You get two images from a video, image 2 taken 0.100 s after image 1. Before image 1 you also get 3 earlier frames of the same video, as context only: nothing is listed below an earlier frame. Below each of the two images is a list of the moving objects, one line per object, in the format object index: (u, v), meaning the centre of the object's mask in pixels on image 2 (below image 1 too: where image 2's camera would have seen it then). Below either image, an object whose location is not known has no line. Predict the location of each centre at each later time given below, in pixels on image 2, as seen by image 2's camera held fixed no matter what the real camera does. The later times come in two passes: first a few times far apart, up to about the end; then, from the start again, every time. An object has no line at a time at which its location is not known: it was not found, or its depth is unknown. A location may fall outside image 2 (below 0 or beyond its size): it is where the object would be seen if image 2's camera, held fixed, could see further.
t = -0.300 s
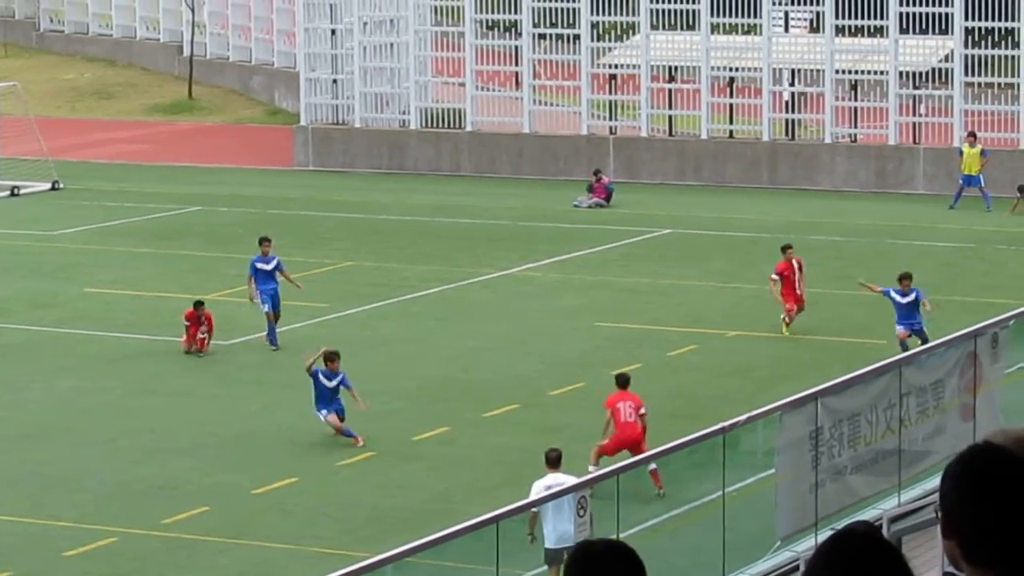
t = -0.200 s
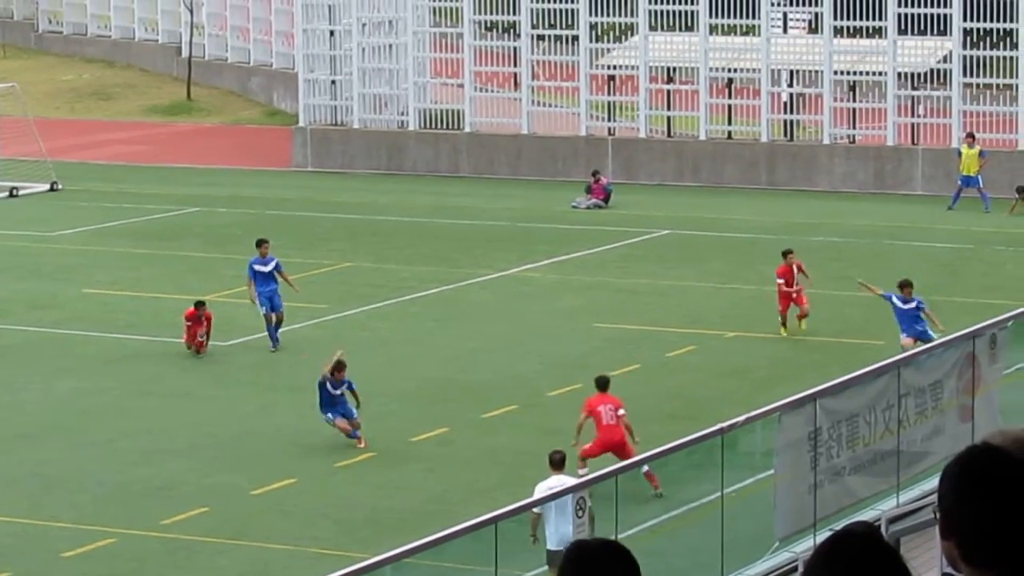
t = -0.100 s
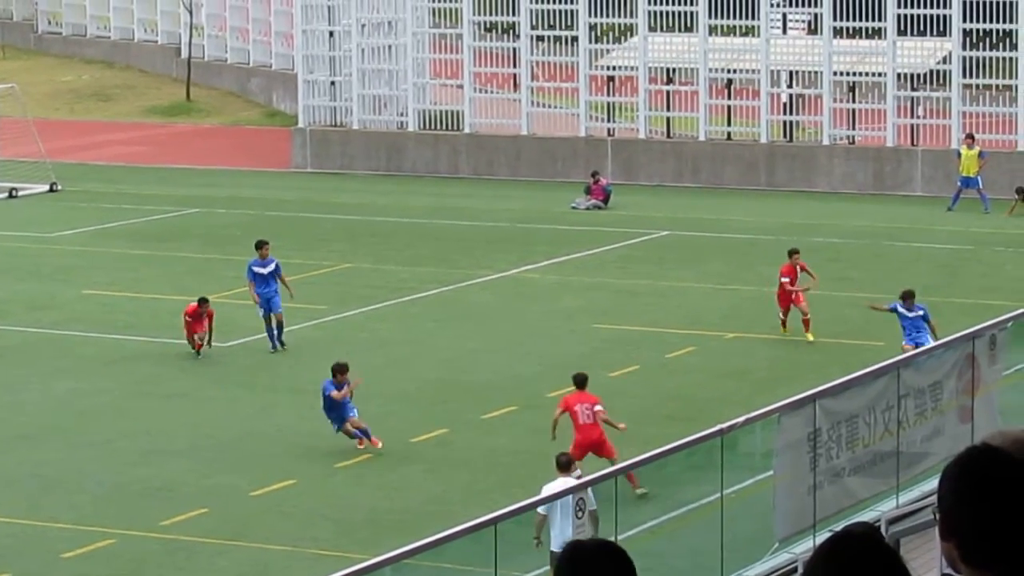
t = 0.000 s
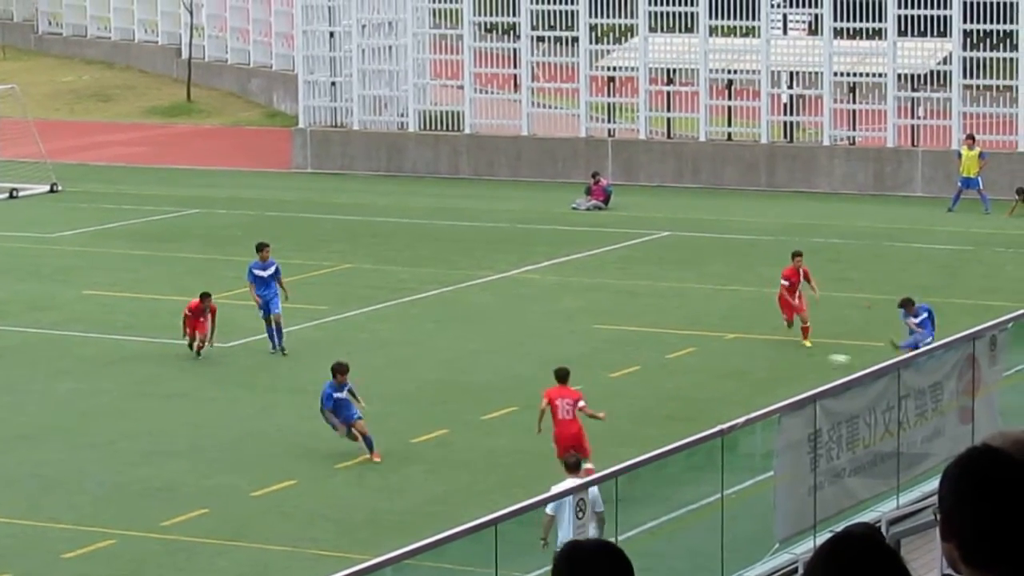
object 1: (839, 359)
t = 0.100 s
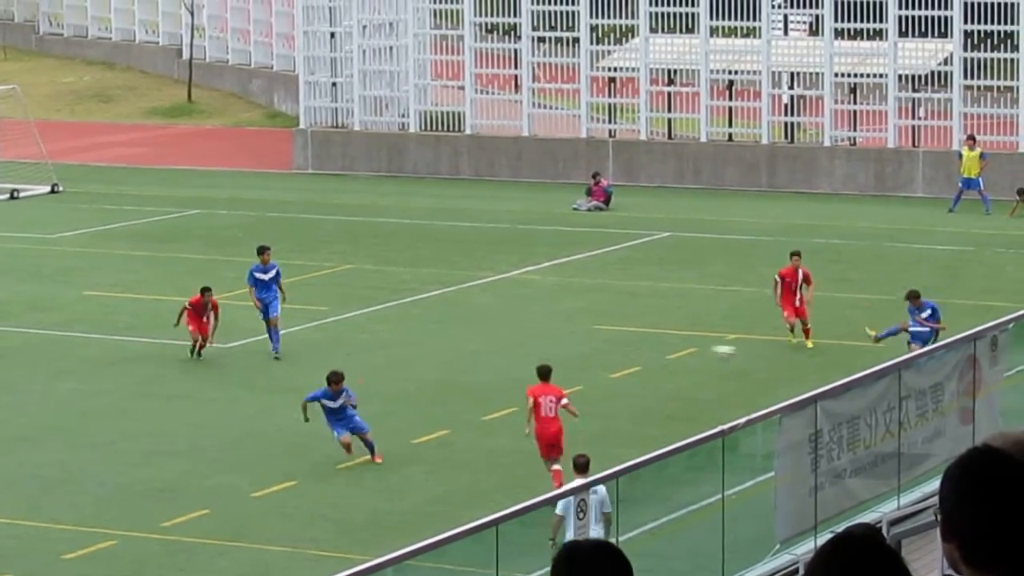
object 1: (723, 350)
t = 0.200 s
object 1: (604, 346)
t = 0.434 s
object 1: (315, 359)
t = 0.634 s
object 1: (66, 396)
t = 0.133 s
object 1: (684, 349)
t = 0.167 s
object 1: (644, 348)
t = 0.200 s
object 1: (604, 346)
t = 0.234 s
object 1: (564, 347)
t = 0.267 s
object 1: (522, 347)
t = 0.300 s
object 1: (482, 347)
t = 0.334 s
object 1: (440, 348)
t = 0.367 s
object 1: (399, 352)
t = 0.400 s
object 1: (359, 354)
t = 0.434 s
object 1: (315, 359)
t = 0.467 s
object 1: (275, 364)
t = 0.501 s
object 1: (233, 369)
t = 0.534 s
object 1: (190, 374)
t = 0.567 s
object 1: (148, 379)
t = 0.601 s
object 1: (106, 389)
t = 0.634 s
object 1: (66, 396)
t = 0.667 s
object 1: (23, 405)
